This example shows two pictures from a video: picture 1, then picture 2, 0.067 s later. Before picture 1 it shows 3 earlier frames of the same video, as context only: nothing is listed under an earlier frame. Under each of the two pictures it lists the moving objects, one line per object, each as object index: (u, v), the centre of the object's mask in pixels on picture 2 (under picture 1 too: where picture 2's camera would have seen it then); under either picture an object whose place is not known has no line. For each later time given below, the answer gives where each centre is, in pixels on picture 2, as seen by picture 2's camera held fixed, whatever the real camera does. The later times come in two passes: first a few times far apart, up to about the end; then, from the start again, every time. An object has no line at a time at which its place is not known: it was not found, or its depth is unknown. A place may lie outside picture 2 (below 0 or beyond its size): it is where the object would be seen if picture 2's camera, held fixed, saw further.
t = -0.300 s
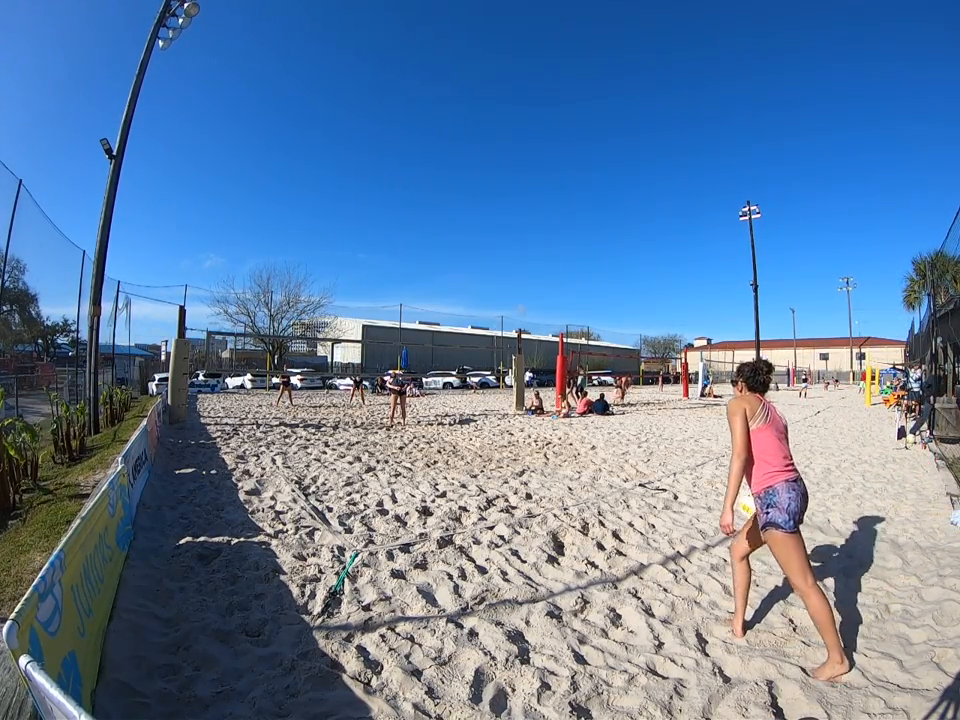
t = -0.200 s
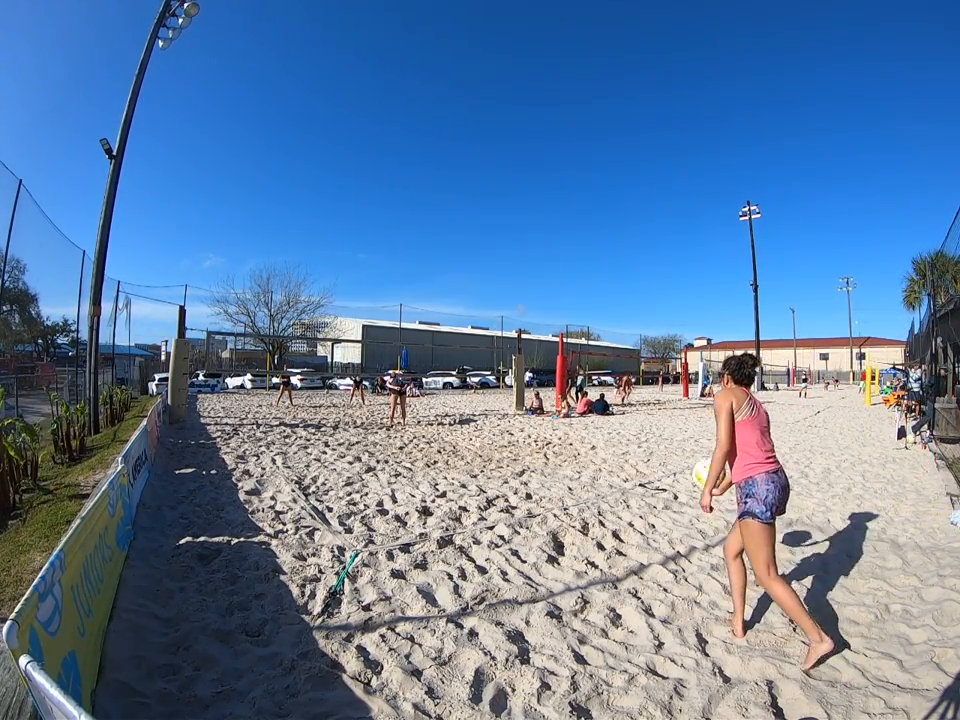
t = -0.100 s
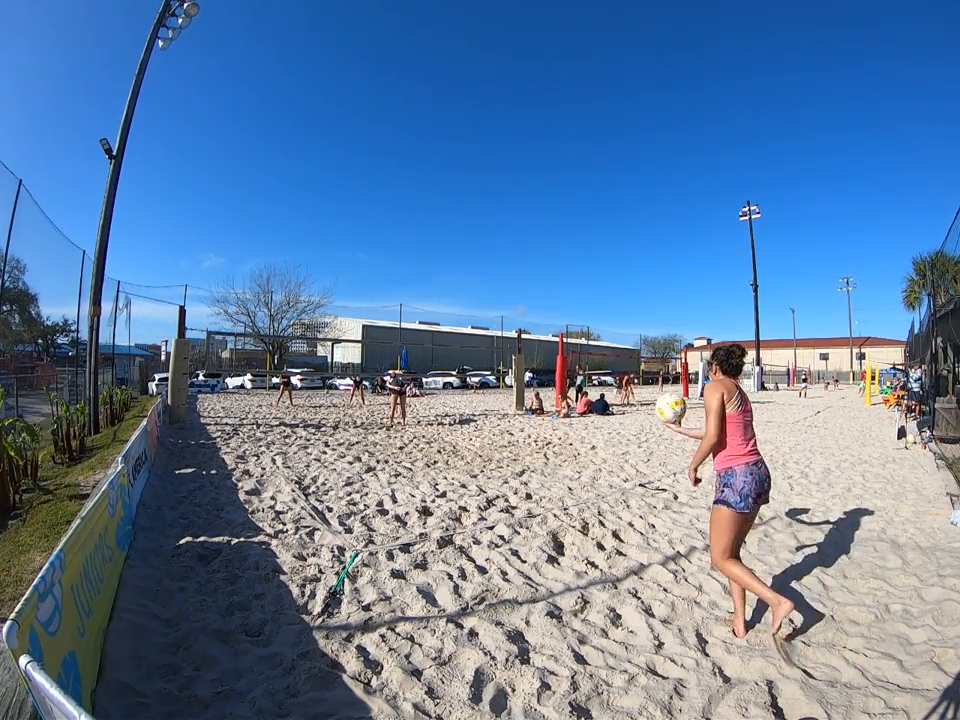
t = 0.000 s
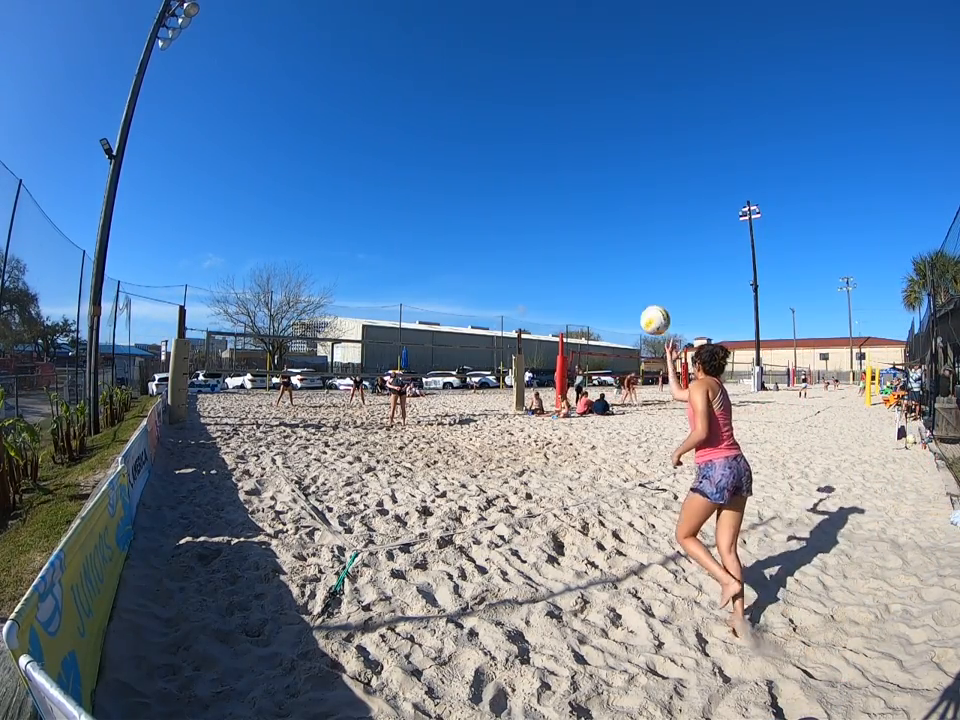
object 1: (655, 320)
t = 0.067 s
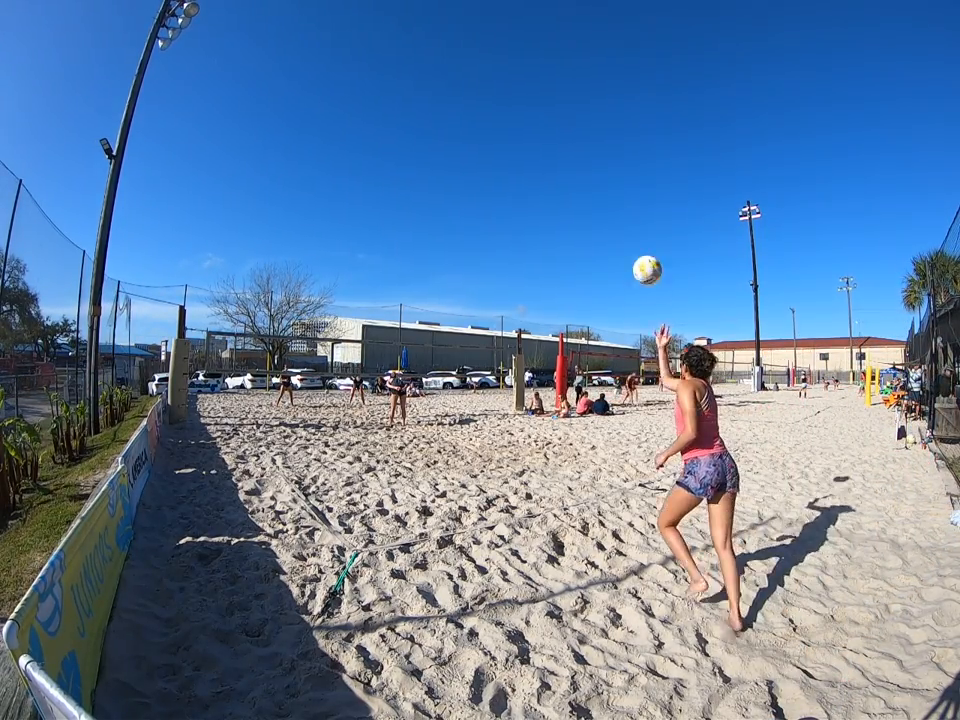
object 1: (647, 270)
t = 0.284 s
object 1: (622, 168)
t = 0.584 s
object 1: (596, 132)
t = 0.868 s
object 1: (578, 171)
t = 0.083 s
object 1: (645, 259)
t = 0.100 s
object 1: (643, 248)
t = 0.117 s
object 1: (641, 238)
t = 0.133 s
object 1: (639, 229)
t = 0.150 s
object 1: (637, 220)
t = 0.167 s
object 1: (635, 213)
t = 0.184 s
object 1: (633, 205)
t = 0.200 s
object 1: (631, 198)
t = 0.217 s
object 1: (629, 191)
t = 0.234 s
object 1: (627, 185)
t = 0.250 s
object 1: (626, 179)
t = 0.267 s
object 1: (624, 173)
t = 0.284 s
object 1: (622, 168)
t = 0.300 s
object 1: (620, 163)
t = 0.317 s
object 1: (619, 159)
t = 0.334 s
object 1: (617, 155)
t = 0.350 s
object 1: (615, 152)
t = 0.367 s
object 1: (614, 149)
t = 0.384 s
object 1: (612, 145)
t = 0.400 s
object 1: (610, 143)
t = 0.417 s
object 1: (609, 141)
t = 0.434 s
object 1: (608, 139)
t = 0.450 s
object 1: (606, 137)
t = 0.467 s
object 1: (605, 136)
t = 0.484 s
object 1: (604, 135)
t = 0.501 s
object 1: (603, 134)
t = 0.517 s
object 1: (601, 133)
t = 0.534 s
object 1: (600, 132)
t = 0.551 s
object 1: (599, 131)
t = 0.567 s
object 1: (597, 132)
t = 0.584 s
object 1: (596, 132)
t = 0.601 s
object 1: (595, 132)
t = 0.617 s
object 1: (594, 133)
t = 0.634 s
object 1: (593, 134)
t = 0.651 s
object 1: (592, 135)
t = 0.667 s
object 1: (591, 136)
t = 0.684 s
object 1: (590, 138)
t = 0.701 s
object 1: (588, 140)
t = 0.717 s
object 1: (587, 142)
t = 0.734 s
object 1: (586, 145)
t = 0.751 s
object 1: (585, 147)
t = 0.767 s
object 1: (584, 150)
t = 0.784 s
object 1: (583, 153)
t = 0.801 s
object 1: (582, 156)
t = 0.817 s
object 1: (581, 159)
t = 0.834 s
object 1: (580, 163)
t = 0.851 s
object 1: (580, 167)
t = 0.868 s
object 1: (578, 171)
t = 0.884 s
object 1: (577, 175)
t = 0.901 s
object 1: (576, 179)
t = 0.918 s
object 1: (576, 184)
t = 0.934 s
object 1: (574, 189)
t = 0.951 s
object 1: (573, 195)
